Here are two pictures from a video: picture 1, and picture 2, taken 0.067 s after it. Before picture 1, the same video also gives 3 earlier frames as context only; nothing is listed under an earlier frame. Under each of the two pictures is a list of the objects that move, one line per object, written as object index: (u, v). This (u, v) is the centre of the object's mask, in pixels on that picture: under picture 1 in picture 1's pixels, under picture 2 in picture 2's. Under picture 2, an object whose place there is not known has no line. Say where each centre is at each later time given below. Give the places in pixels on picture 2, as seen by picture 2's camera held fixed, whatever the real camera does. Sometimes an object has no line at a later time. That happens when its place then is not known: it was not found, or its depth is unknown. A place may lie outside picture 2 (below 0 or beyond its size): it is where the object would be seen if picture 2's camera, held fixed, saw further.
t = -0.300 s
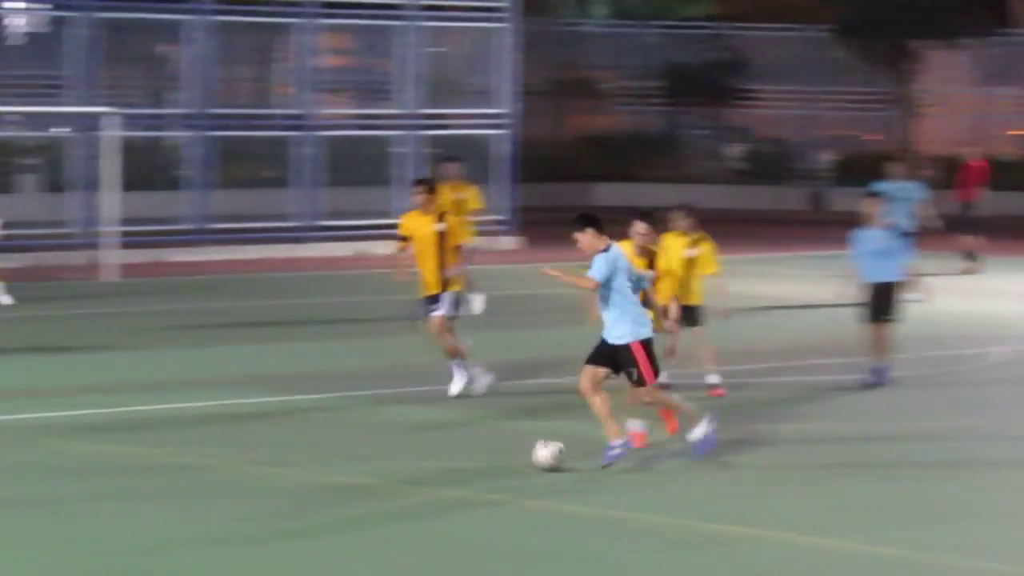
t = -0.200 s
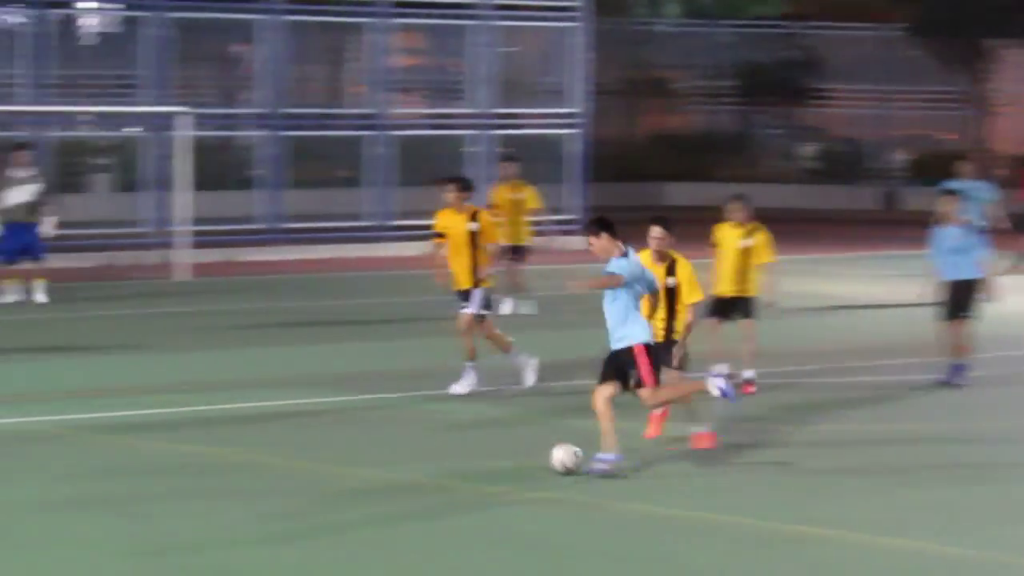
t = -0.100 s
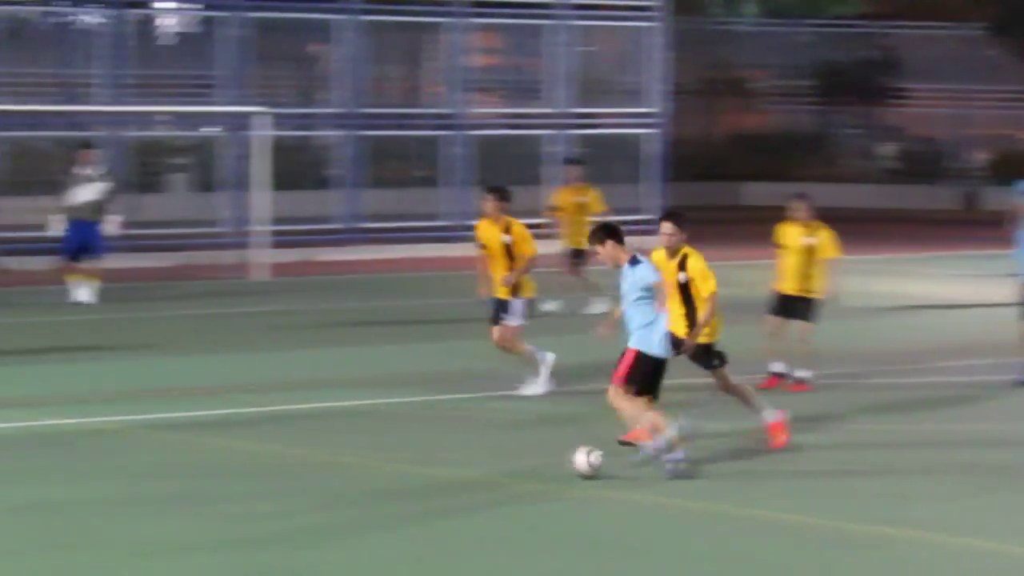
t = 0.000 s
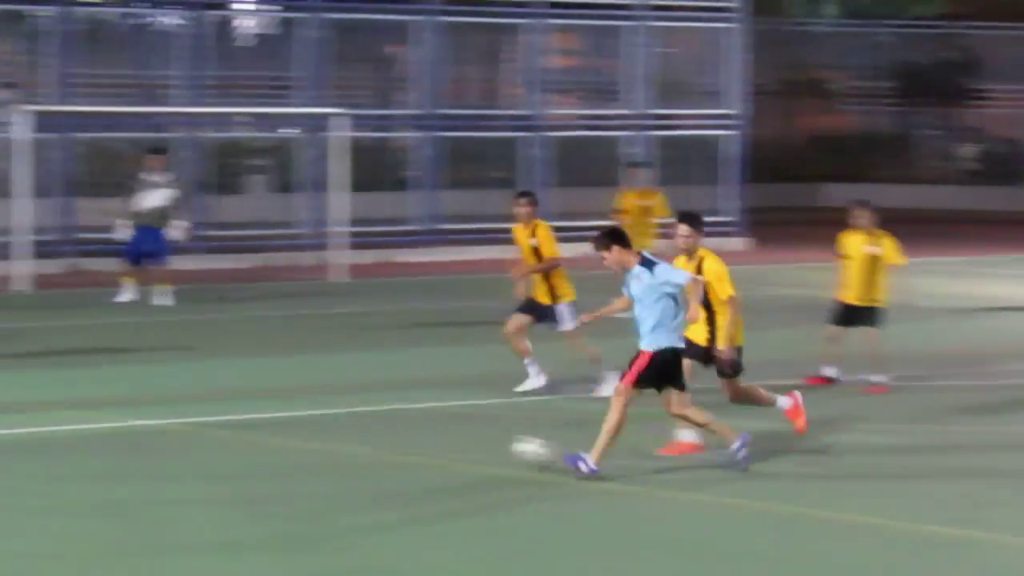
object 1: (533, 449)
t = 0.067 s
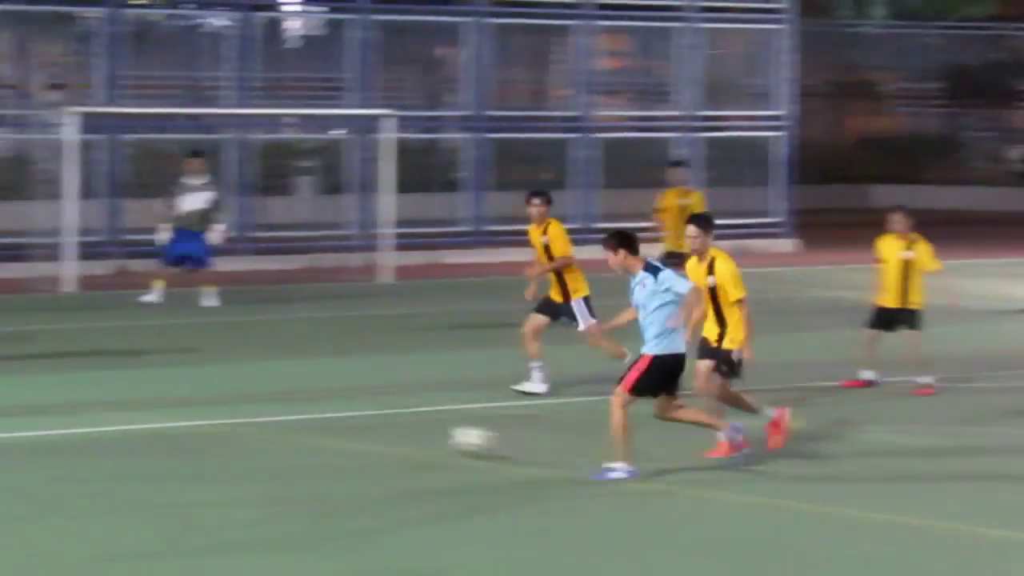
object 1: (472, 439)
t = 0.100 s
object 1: (423, 437)
